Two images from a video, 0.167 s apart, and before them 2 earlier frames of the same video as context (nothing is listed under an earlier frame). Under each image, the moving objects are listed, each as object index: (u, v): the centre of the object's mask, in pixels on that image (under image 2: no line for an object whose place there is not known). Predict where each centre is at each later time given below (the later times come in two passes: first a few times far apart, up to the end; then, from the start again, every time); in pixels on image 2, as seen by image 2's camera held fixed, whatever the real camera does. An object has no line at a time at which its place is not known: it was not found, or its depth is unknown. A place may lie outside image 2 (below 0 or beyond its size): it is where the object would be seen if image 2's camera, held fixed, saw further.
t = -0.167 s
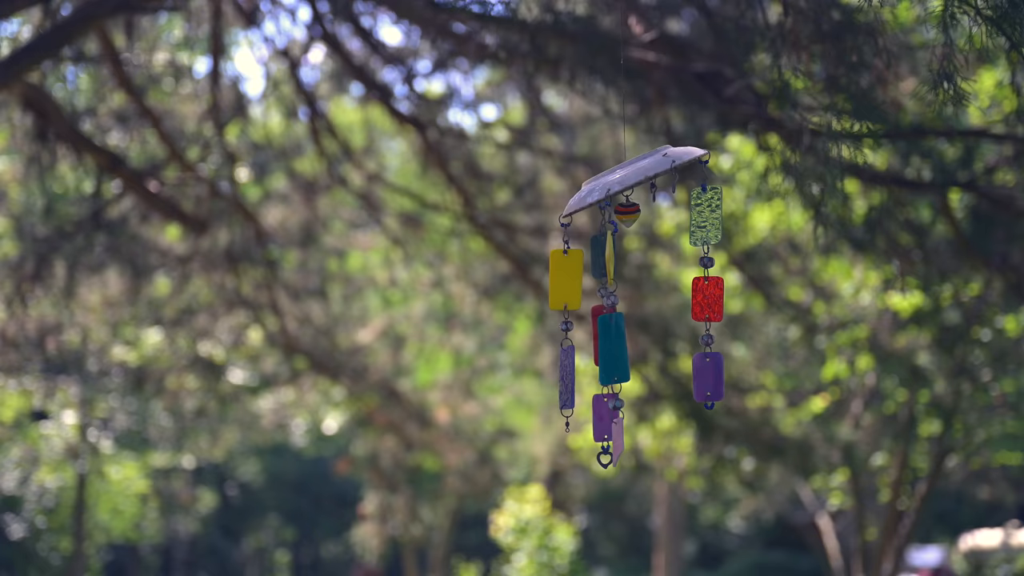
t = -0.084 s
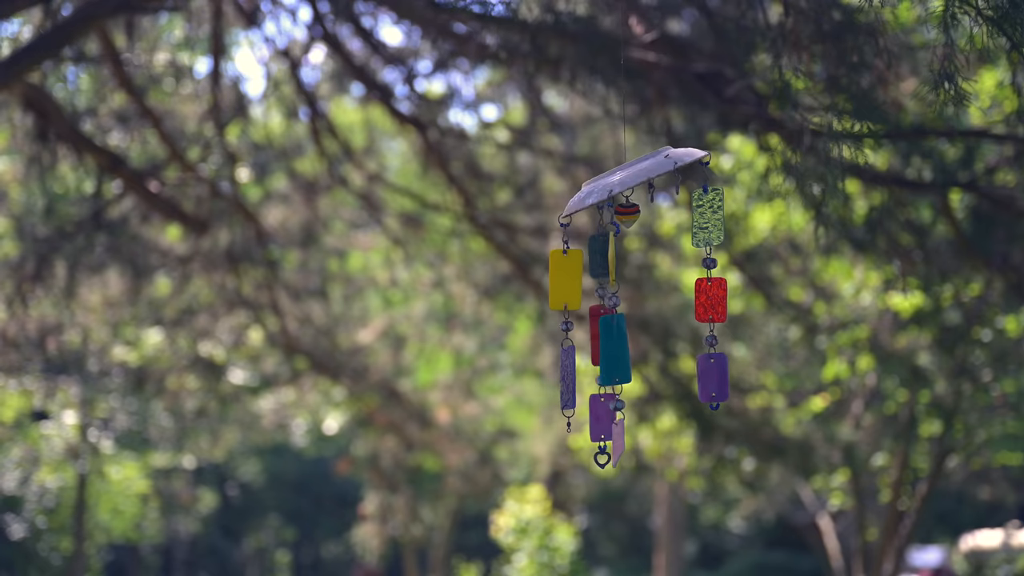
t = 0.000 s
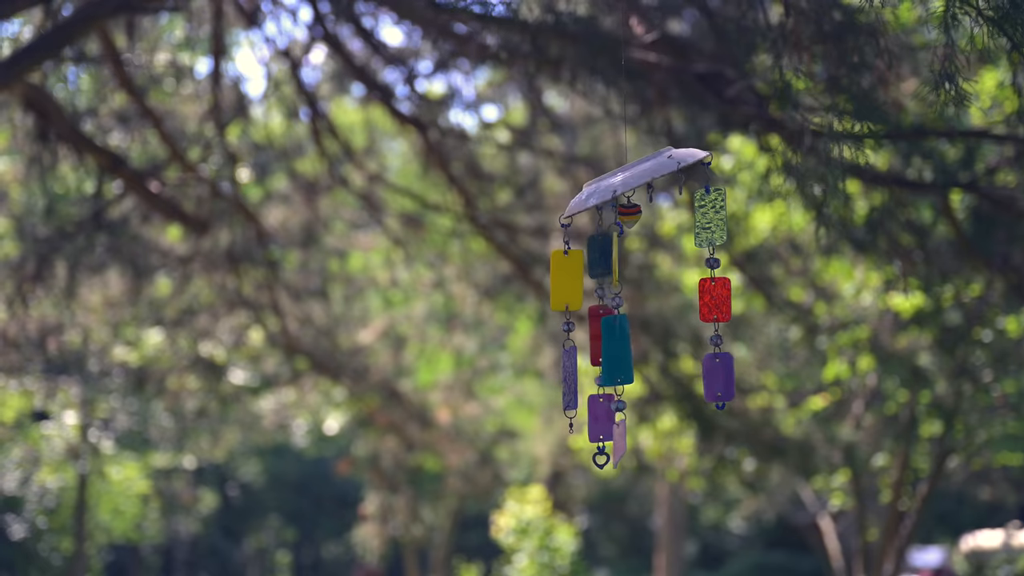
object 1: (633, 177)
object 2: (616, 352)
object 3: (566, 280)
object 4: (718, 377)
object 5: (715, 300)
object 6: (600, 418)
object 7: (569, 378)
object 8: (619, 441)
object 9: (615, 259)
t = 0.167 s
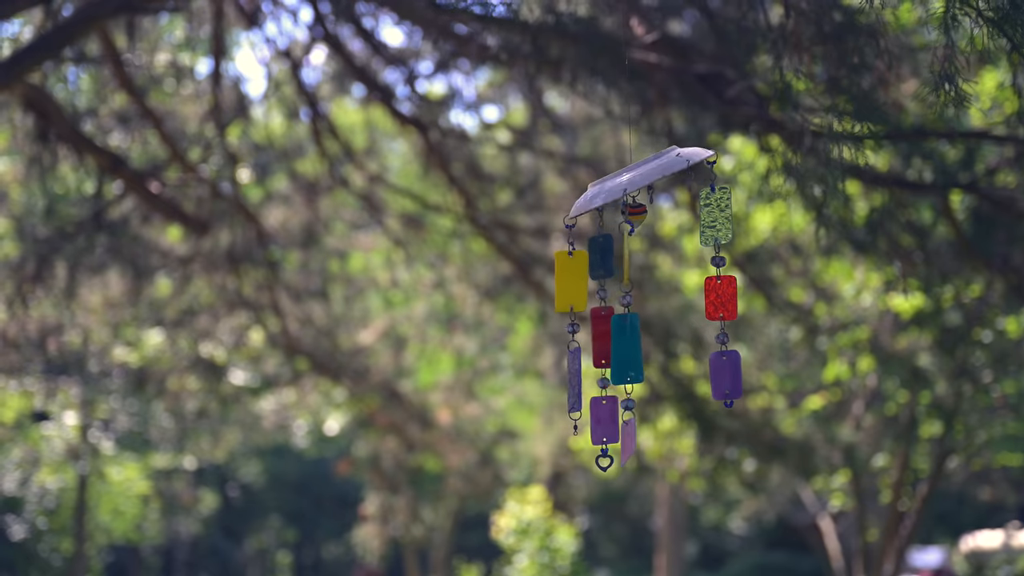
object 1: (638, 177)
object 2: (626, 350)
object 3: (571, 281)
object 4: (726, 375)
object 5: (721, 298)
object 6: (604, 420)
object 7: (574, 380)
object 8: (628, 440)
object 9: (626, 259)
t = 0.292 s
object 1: (642, 176)
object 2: (638, 347)
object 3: (576, 281)
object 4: (727, 374)
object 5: (725, 297)
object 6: (611, 421)
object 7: (579, 381)
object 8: (644, 438)
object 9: (636, 255)
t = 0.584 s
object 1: (650, 175)
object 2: (661, 345)
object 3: (584, 279)
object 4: (735, 372)
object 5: (733, 294)
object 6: (618, 422)
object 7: (590, 381)
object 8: (671, 436)
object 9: (654, 252)
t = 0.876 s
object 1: (649, 176)
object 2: (660, 344)
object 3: (582, 278)
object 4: (742, 373)
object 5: (735, 297)
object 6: (606, 424)
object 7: (588, 379)
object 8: (666, 435)
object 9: (657, 252)
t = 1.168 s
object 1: (641, 180)
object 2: (657, 349)
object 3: (571, 277)
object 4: (719, 379)
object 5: (718, 303)
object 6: (593, 419)
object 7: (574, 378)
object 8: (665, 438)
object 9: (653, 257)
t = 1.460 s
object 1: (636, 182)
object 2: (655, 350)
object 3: (568, 279)
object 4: (712, 378)
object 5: (710, 303)
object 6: (582, 422)
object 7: (570, 381)
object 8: (661, 439)
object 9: (653, 259)
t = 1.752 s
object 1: (641, 181)
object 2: (666, 350)
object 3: (575, 276)
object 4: (722, 378)
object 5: (718, 303)
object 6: (583, 423)
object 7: (579, 378)
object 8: (673, 439)
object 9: (663, 258)
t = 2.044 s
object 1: (648, 177)
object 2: (685, 343)
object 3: (583, 272)
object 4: (727, 376)
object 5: (723, 301)
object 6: (597, 422)
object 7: (587, 376)
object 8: (696, 433)
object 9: (679, 250)
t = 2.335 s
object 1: (649, 176)
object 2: (690, 341)
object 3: (588, 272)
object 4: (730, 373)
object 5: (725, 298)
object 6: (589, 425)
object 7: (595, 374)
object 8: (698, 431)
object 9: (685, 248)
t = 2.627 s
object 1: (643, 179)
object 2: (685, 346)
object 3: (580, 271)
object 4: (719, 380)
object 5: (714, 305)
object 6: (577, 422)
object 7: (584, 373)
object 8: (694, 436)
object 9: (680, 254)
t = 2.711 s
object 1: (640, 180)
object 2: (682, 348)
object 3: (577, 271)
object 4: (714, 382)
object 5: (710, 306)
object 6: (576, 422)
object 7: (580, 374)
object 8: (692, 437)
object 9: (678, 256)
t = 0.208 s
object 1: (639, 176)
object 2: (630, 349)
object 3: (572, 281)
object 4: (726, 374)
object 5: (722, 297)
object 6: (606, 421)
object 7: (576, 380)
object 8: (632, 439)
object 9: (630, 258)
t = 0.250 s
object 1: (641, 176)
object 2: (634, 348)
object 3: (574, 281)
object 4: (727, 374)
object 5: (723, 297)
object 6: (608, 421)
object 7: (577, 381)
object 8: (638, 438)
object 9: (633, 257)
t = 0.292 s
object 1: (642, 176)
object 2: (638, 347)
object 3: (576, 281)
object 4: (727, 374)
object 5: (725, 297)
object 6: (611, 421)
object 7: (579, 381)
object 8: (644, 438)
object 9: (636, 255)
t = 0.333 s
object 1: (644, 176)
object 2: (643, 347)
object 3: (577, 281)
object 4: (728, 374)
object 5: (726, 297)
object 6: (613, 422)
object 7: (582, 381)
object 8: (650, 438)
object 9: (639, 258)
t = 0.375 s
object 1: (645, 175)
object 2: (647, 346)
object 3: (579, 280)
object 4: (728, 374)
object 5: (727, 296)
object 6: (615, 422)
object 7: (583, 381)
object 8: (657, 437)
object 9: (642, 254)
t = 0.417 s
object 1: (647, 175)
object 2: (651, 346)
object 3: (581, 280)
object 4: (730, 373)
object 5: (728, 296)
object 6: (617, 422)
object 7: (585, 381)
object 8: (662, 436)
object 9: (645, 253)
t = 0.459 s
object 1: (648, 175)
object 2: (655, 345)
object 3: (582, 280)
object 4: (731, 373)
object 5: (729, 296)
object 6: (618, 422)
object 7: (587, 381)
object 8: (666, 436)
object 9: (648, 253)
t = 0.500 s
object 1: (649, 175)
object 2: (658, 345)
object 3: (582, 280)
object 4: (732, 372)
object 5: (730, 295)
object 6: (618, 422)
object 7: (588, 380)
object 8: (669, 436)
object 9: (650, 253)
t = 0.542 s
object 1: (649, 175)
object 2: (659, 345)
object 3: (583, 280)
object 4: (733, 372)
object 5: (731, 295)
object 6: (618, 422)
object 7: (589, 381)
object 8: (670, 436)
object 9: (652, 253)
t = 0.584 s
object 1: (650, 175)
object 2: (661, 345)
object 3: (584, 279)
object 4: (735, 372)
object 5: (733, 294)
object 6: (618, 422)
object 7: (590, 381)
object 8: (671, 436)
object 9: (654, 252)
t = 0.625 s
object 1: (651, 174)
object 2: (662, 344)
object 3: (584, 279)
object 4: (737, 371)
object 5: (734, 294)
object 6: (617, 422)
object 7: (590, 380)
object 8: (671, 436)
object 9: (656, 252)
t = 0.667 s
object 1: (651, 175)
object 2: (662, 344)
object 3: (585, 279)
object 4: (739, 371)
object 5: (735, 294)
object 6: (616, 423)
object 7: (591, 380)
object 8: (671, 435)
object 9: (657, 251)
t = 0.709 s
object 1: (651, 175)
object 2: (662, 344)
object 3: (585, 279)
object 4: (741, 371)
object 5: (736, 294)
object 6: (614, 423)
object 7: (591, 380)
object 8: (669, 435)
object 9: (657, 251)
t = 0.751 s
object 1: (651, 175)
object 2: (661, 344)
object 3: (585, 279)
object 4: (742, 371)
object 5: (736, 295)
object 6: (612, 423)
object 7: (590, 380)
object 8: (668, 435)
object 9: (657, 251)
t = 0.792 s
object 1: (650, 175)
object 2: (661, 344)
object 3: (584, 279)
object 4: (743, 372)
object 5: (736, 295)
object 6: (610, 424)
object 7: (590, 380)
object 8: (667, 435)
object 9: (657, 251)
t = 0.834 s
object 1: (650, 175)
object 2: (660, 344)
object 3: (583, 279)
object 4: (743, 372)
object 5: (736, 296)
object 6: (608, 424)
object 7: (589, 380)
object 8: (666, 435)
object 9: (657, 251)
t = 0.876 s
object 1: (649, 176)
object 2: (660, 344)
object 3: (582, 278)
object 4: (742, 373)
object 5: (735, 297)
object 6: (606, 424)
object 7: (588, 379)
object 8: (666, 435)
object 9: (657, 252)
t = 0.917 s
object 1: (648, 176)
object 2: (659, 344)
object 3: (581, 278)
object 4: (740, 374)
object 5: (734, 298)
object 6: (604, 423)
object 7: (586, 378)
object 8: (665, 435)
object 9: (656, 252)
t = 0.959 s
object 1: (647, 177)
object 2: (659, 345)
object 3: (580, 277)
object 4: (738, 375)
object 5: (732, 299)
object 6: (602, 422)
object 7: (585, 378)
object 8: (666, 436)
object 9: (656, 252)
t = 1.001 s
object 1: (646, 177)
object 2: (659, 346)
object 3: (578, 277)
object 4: (734, 376)
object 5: (729, 300)
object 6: (600, 422)
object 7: (583, 378)
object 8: (666, 436)
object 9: (655, 253)
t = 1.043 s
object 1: (644, 178)
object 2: (658, 346)
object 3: (576, 277)
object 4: (730, 377)
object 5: (727, 301)
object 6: (598, 421)
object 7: (580, 378)
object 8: (666, 437)
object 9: (654, 254)
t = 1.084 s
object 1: (643, 179)
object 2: (658, 347)
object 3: (574, 277)
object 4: (727, 378)
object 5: (723, 302)
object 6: (596, 420)
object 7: (578, 378)
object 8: (666, 438)
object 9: (654, 255)
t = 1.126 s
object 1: (642, 179)
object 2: (657, 348)
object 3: (572, 277)
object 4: (723, 378)
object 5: (720, 303)
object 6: (595, 420)
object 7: (576, 377)
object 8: (665, 438)
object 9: (653, 256)
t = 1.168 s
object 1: (641, 180)
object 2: (657, 349)
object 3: (571, 277)
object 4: (719, 379)
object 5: (718, 303)
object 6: (593, 419)
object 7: (574, 378)
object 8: (665, 438)
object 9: (653, 257)
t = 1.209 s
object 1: (640, 181)
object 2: (656, 349)
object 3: (570, 277)
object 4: (716, 379)
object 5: (715, 304)
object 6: (591, 419)
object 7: (572, 378)
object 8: (663, 439)
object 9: (653, 258)
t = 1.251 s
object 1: (638, 181)
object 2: (656, 349)
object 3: (569, 277)
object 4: (713, 379)
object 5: (713, 304)
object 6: (590, 419)
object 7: (570, 378)
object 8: (662, 439)
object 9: (653, 258)
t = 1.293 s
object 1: (638, 182)
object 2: (655, 350)
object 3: (568, 278)
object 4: (711, 379)
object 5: (712, 304)
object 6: (588, 420)
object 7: (569, 378)
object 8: (661, 439)
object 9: (653, 259)
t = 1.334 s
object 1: (637, 182)
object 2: (655, 350)
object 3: (568, 278)
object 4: (710, 379)
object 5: (711, 304)
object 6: (587, 420)
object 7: (568, 378)
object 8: (660, 439)
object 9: (653, 259)
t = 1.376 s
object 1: (636, 182)
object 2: (655, 350)
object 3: (568, 278)
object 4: (710, 378)
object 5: (710, 304)
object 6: (586, 421)
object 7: (569, 379)
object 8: (660, 439)
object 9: (653, 259)
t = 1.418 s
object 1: (636, 182)
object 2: (655, 350)
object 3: (568, 278)
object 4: (710, 378)
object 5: (710, 303)
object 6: (585, 422)
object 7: (569, 379)
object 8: (660, 439)
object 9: (653, 259)
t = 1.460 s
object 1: (636, 182)
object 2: (655, 350)
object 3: (568, 279)
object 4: (712, 378)
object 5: (710, 303)
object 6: (582, 422)
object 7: (570, 381)
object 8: (661, 439)
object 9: (653, 259)
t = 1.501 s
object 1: (636, 182)
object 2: (656, 350)
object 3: (568, 279)
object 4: (713, 378)
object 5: (711, 303)
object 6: (581, 423)
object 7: (572, 381)
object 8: (662, 438)
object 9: (654, 259)
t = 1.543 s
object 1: (636, 182)
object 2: (657, 350)
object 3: (569, 278)
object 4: (715, 377)
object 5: (712, 303)
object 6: (580, 423)
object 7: (574, 380)
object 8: (663, 438)
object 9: (655, 258)
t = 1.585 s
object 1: (637, 182)
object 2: (658, 350)
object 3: (570, 278)
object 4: (717, 377)
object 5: (713, 303)
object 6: (579, 423)
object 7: (575, 380)
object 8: (664, 439)
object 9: (656, 259)
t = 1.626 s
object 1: (637, 182)
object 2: (660, 350)
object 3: (571, 278)
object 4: (718, 377)
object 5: (715, 303)
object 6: (579, 423)
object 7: (576, 379)
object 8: (666, 438)
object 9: (658, 259)
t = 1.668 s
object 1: (638, 182)
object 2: (662, 350)
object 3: (572, 277)
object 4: (719, 377)
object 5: (716, 303)
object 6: (579, 423)
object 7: (577, 379)
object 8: (668, 439)
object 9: (659, 259)
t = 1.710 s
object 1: (639, 181)
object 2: (664, 350)
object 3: (573, 277)
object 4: (721, 377)
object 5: (717, 303)
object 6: (582, 422)
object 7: (578, 379)
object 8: (670, 439)
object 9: (661, 259)
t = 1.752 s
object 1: (641, 181)
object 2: (666, 350)
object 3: (575, 276)
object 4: (722, 378)
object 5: (718, 303)
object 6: (583, 423)
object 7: (579, 378)
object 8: (673, 439)
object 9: (663, 258)
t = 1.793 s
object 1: (642, 181)
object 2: (669, 349)
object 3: (576, 275)
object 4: (723, 378)
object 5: (719, 303)
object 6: (585, 422)
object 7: (580, 377)
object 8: (675, 438)
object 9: (666, 258)
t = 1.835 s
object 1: (643, 180)
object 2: (672, 349)
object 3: (577, 275)
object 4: (724, 378)
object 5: (720, 303)
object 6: (588, 422)
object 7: (581, 378)
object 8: (678, 438)
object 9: (669, 257)
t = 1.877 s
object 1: (644, 180)
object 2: (675, 348)
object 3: (578, 274)
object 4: (724, 378)
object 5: (721, 303)
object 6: (590, 421)
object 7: (582, 377)
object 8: (682, 437)
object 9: (671, 256)
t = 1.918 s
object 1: (645, 179)
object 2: (677, 347)
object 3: (579, 273)
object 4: (725, 378)
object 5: (722, 303)
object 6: (592, 421)
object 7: (583, 377)
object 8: (685, 436)
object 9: (673, 255)
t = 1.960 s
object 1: (646, 178)
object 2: (680, 345)
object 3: (580, 273)
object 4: (725, 377)
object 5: (722, 302)
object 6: (594, 422)
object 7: (584, 377)
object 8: (689, 435)
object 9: (675, 253)
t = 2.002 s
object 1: (647, 178)
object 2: (683, 344)
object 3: (582, 272)
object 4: (726, 376)
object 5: (723, 302)
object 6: (596, 422)
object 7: (585, 377)
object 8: (693, 434)
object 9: (677, 252)
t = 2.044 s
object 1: (648, 177)
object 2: (685, 343)
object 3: (583, 272)
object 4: (727, 376)
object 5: (723, 301)
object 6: (597, 422)
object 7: (587, 376)
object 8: (696, 433)
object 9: (679, 250)
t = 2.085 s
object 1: (648, 176)
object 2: (687, 342)
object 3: (584, 272)
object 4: (728, 375)
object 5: (724, 300)
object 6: (599, 424)
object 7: (589, 376)
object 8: (698, 432)
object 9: (680, 249)
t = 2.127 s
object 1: (649, 176)
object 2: (688, 341)
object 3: (585, 272)
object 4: (729, 374)
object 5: (725, 299)
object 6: (599, 425)
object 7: (590, 376)
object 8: (700, 431)
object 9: (681, 248)
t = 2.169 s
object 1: (649, 175)
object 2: (689, 340)
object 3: (586, 272)
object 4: (729, 374)
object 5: (725, 299)
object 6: (597, 424)
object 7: (592, 376)
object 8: (700, 430)
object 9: (683, 248)
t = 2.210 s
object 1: (649, 175)
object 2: (690, 340)
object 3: (587, 272)
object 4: (730, 373)
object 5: (725, 298)
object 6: (596, 424)
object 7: (594, 376)
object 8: (700, 431)
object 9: (684, 247)
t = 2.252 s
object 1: (649, 175)
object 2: (690, 340)
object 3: (588, 272)
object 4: (730, 373)
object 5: (725, 298)
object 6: (593, 426)
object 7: (595, 376)
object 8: (700, 431)
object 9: (684, 248)
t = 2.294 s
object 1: (649, 175)
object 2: (690, 340)
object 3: (588, 272)
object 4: (730, 373)
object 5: (725, 298)
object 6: (592, 425)
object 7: (595, 376)
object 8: (699, 431)
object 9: (685, 248)
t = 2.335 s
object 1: (649, 176)
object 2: (690, 341)
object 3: (588, 272)
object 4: (730, 373)
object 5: (725, 298)
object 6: (589, 425)
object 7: (595, 374)
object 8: (698, 431)
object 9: (685, 248)
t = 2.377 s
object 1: (649, 176)
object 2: (689, 341)
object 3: (588, 272)
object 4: (729, 373)
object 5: (724, 299)
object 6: (587, 424)
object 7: (595, 373)
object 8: (697, 432)
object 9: (685, 249)
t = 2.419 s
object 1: (648, 176)
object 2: (689, 342)
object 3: (588, 271)
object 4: (728, 374)
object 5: (723, 299)
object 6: (586, 423)
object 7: (594, 374)
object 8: (696, 432)
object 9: (685, 249)
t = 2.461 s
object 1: (648, 177)
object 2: (688, 343)
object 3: (587, 271)
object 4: (726, 375)
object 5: (722, 300)
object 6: (584, 422)
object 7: (593, 374)
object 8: (695, 433)
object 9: (685, 250)
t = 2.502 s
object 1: (646, 177)
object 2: (687, 344)
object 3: (585, 271)
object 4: (725, 376)
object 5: (720, 301)
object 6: (582, 422)
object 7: (591, 374)
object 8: (694, 434)
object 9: (684, 251)
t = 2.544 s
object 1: (645, 178)
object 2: (686, 345)
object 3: (583, 271)
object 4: (723, 377)
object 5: (718, 303)
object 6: (580, 421)
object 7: (589, 375)
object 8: (694, 435)
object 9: (683, 253)
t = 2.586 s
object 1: (644, 178)
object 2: (685, 346)
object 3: (582, 271)
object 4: (721, 379)
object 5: (716, 304)
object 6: (577, 422)
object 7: (587, 375)
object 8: (694, 435)
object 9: (681, 254)
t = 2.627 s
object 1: (643, 179)
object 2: (685, 346)
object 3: (580, 271)
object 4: (719, 380)
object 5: (714, 305)
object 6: (577, 422)
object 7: (584, 373)
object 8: (694, 436)
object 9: (680, 254)
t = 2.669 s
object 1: (641, 180)
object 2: (683, 347)
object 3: (578, 271)
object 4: (717, 381)
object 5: (712, 305)
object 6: (576, 422)
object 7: (582, 374)
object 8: (693, 436)
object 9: (679, 255)
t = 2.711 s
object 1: (640, 180)
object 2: (682, 348)
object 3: (577, 271)
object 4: (714, 382)
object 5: (710, 306)
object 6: (576, 422)
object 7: (580, 374)
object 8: (692, 437)
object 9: (678, 256)
